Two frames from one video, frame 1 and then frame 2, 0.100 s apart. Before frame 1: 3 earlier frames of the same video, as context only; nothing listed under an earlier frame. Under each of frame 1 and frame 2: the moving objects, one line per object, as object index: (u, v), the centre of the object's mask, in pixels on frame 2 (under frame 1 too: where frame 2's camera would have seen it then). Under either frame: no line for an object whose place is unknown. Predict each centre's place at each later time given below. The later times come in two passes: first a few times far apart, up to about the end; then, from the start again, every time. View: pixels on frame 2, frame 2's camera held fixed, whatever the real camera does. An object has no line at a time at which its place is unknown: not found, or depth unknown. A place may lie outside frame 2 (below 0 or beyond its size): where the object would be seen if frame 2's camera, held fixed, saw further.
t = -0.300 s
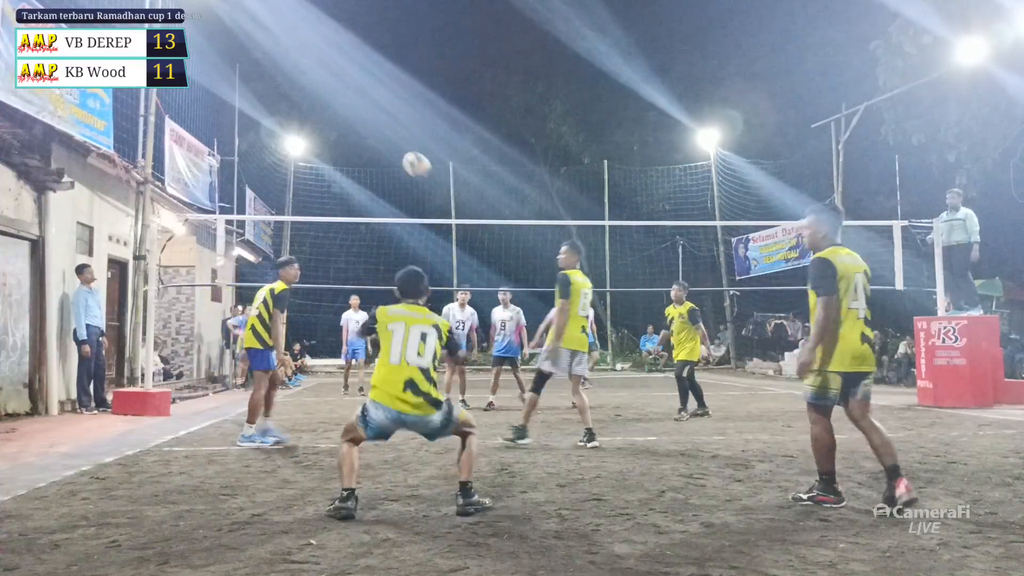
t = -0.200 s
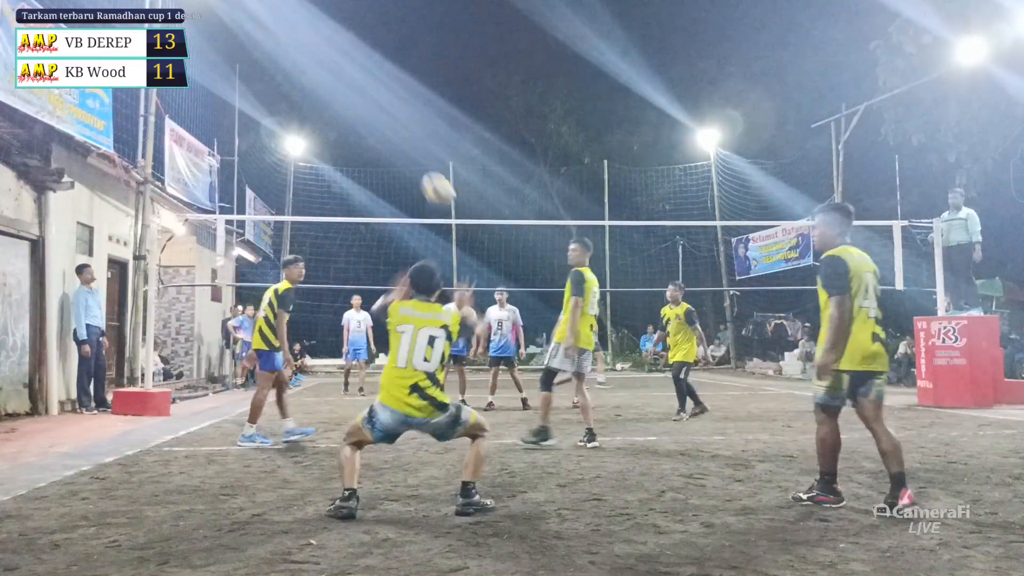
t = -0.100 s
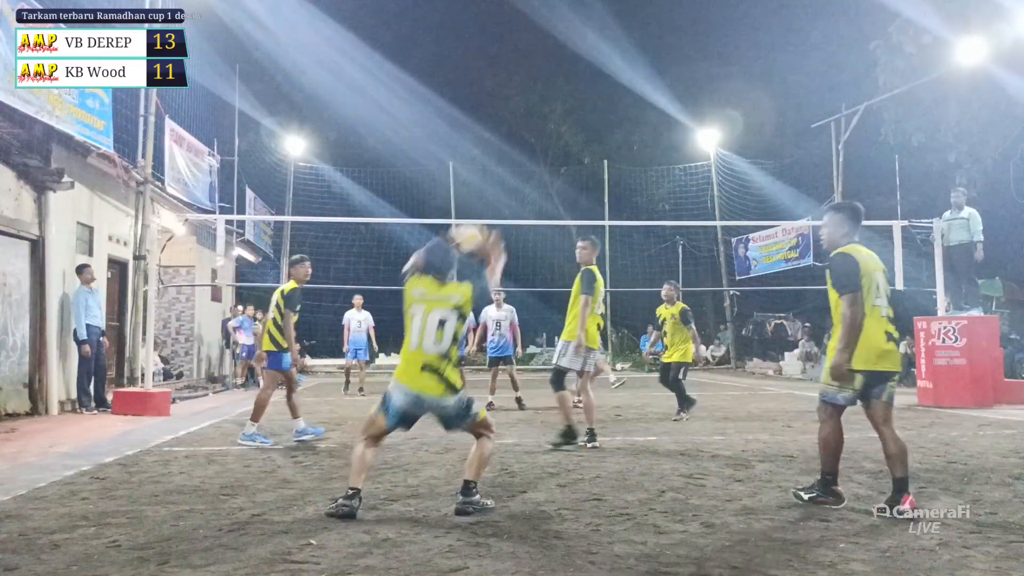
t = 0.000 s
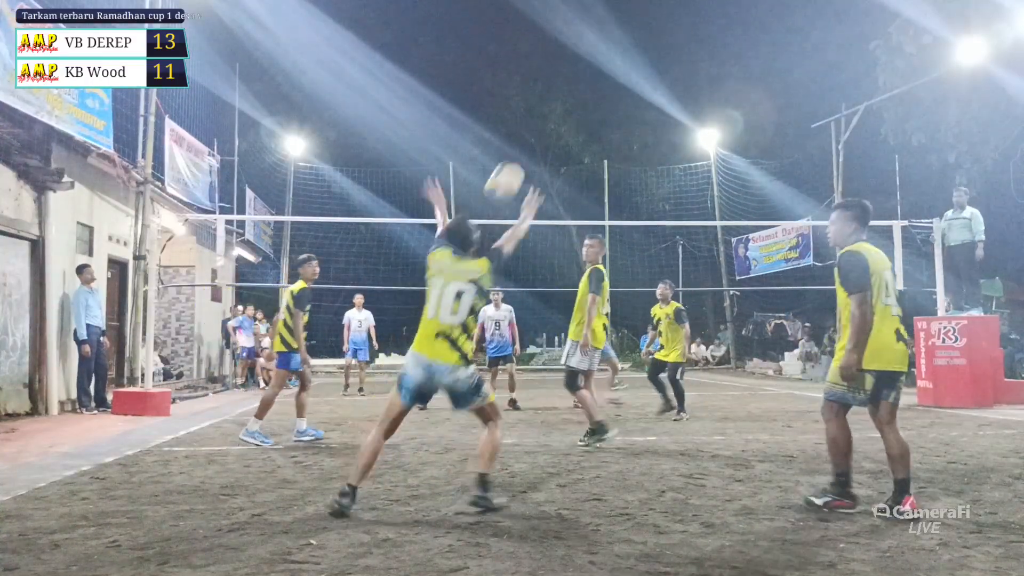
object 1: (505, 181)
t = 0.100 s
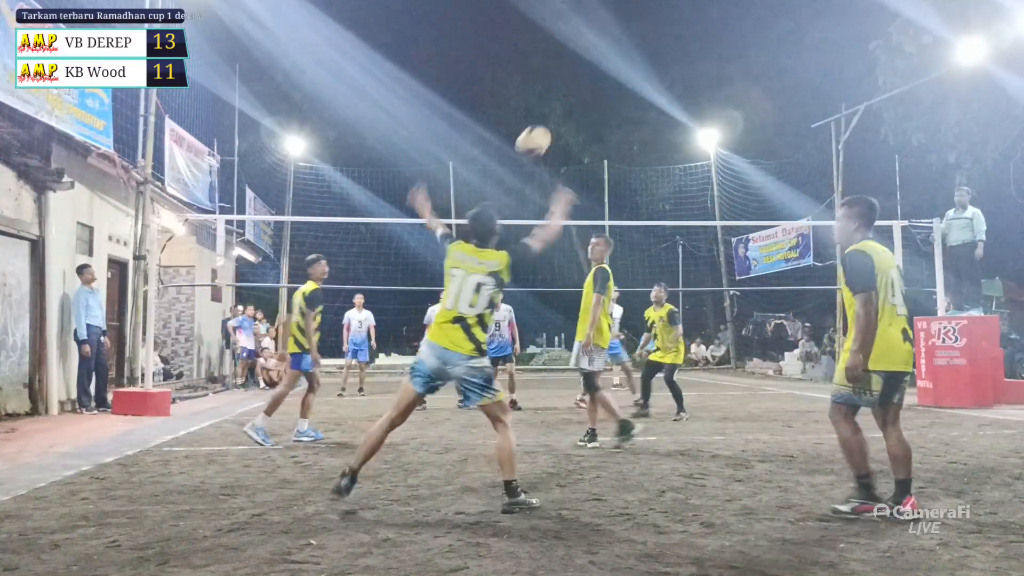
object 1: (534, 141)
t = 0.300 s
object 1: (579, 113)
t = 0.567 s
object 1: (623, 146)
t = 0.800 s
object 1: (652, 218)
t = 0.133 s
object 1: (542, 132)
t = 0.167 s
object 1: (550, 125)
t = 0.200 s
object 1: (558, 120)
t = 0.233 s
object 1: (565, 116)
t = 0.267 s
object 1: (572, 114)
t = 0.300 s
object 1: (579, 113)
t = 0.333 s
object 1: (585, 113)
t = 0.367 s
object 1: (591, 115)
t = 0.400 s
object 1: (597, 117)
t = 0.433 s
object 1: (602, 121)
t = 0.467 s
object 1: (608, 126)
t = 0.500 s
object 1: (613, 132)
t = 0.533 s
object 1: (618, 138)
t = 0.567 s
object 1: (623, 146)
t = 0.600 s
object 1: (627, 154)
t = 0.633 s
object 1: (631, 163)
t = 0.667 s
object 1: (636, 173)
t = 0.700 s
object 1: (640, 183)
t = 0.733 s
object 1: (644, 194)
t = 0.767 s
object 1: (648, 206)
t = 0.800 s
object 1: (652, 218)
